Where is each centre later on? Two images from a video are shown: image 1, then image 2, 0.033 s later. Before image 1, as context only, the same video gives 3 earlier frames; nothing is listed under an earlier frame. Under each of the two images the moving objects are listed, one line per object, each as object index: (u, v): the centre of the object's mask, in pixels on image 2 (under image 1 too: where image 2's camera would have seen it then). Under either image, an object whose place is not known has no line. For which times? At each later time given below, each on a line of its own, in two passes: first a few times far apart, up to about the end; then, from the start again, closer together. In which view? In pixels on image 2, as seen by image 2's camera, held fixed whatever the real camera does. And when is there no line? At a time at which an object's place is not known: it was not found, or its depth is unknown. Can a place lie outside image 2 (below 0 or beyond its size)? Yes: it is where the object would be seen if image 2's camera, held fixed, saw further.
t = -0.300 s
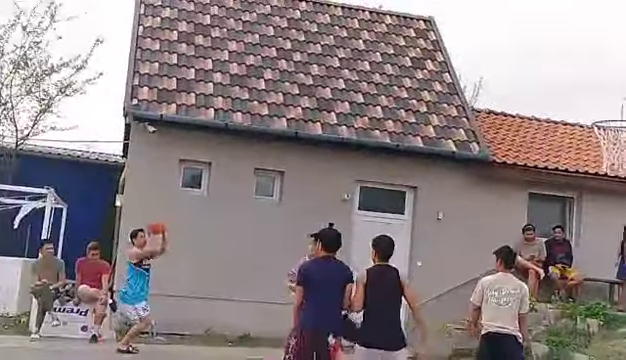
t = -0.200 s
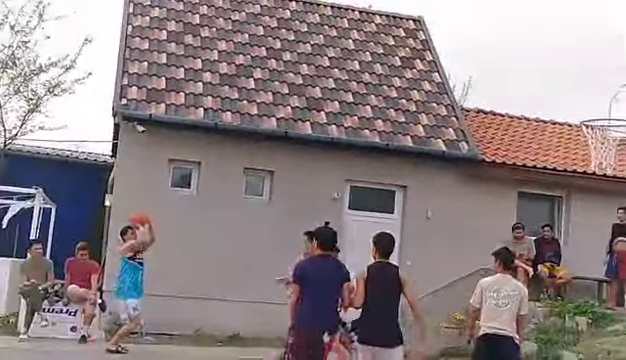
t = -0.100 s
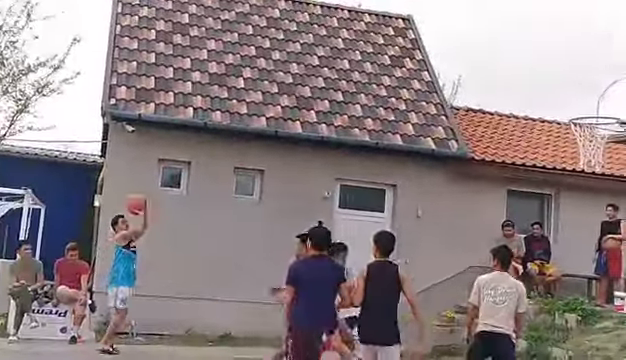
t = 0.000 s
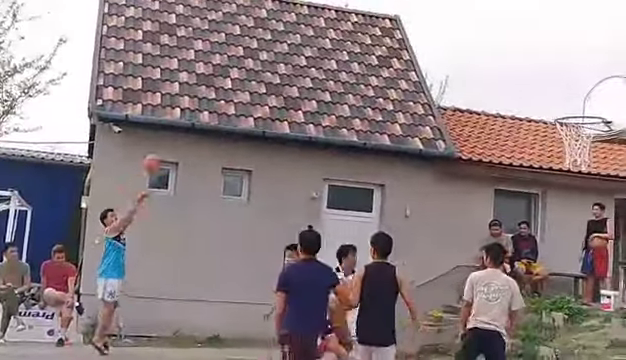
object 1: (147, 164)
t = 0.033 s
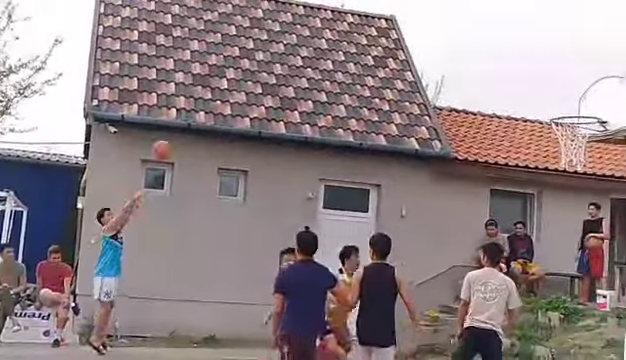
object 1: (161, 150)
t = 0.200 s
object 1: (220, 93)
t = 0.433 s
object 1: (308, 40)
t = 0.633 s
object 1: (385, 31)
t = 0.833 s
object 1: (474, 59)
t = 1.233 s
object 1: (575, 95)
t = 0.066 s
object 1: (173, 135)
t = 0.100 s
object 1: (186, 128)
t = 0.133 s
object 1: (197, 113)
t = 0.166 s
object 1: (210, 101)
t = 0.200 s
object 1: (220, 93)
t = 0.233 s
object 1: (234, 84)
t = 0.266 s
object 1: (243, 72)
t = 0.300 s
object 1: (257, 68)
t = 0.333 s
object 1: (270, 58)
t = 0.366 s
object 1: (286, 52)
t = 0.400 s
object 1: (298, 46)
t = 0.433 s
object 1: (308, 40)
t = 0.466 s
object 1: (324, 37)
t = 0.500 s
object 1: (336, 34)
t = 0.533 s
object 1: (350, 34)
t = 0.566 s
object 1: (364, 33)
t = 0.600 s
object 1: (376, 32)
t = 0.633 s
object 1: (385, 31)
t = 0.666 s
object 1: (404, 34)
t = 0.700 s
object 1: (418, 37)
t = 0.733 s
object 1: (432, 41)
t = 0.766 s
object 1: (446, 46)
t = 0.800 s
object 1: (459, 52)
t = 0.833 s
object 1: (474, 59)
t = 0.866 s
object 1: (488, 68)
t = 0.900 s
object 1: (503, 77)
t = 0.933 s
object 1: (518, 88)
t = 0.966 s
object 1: (532, 99)
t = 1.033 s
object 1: (551, 113)
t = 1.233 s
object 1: (575, 95)
